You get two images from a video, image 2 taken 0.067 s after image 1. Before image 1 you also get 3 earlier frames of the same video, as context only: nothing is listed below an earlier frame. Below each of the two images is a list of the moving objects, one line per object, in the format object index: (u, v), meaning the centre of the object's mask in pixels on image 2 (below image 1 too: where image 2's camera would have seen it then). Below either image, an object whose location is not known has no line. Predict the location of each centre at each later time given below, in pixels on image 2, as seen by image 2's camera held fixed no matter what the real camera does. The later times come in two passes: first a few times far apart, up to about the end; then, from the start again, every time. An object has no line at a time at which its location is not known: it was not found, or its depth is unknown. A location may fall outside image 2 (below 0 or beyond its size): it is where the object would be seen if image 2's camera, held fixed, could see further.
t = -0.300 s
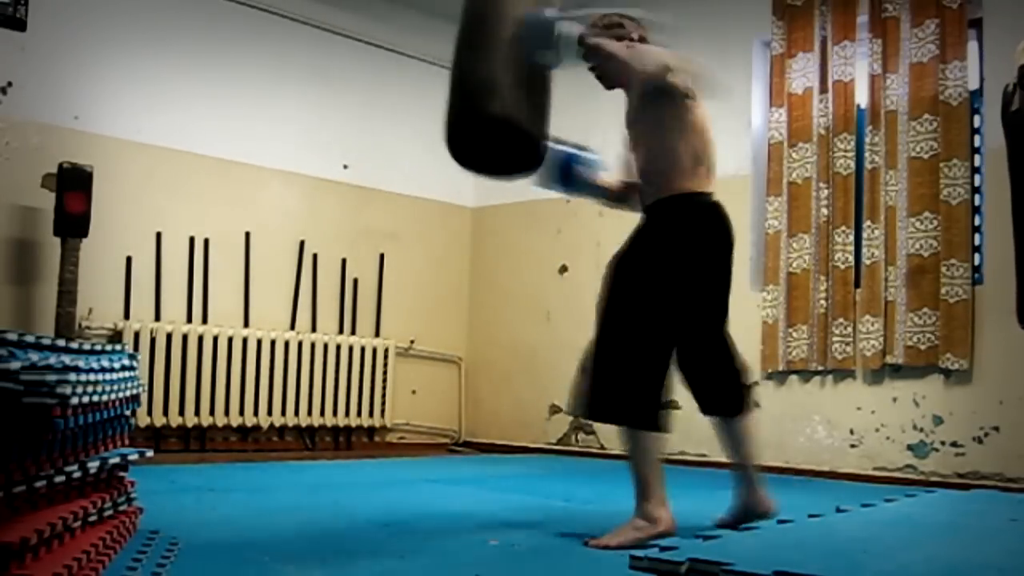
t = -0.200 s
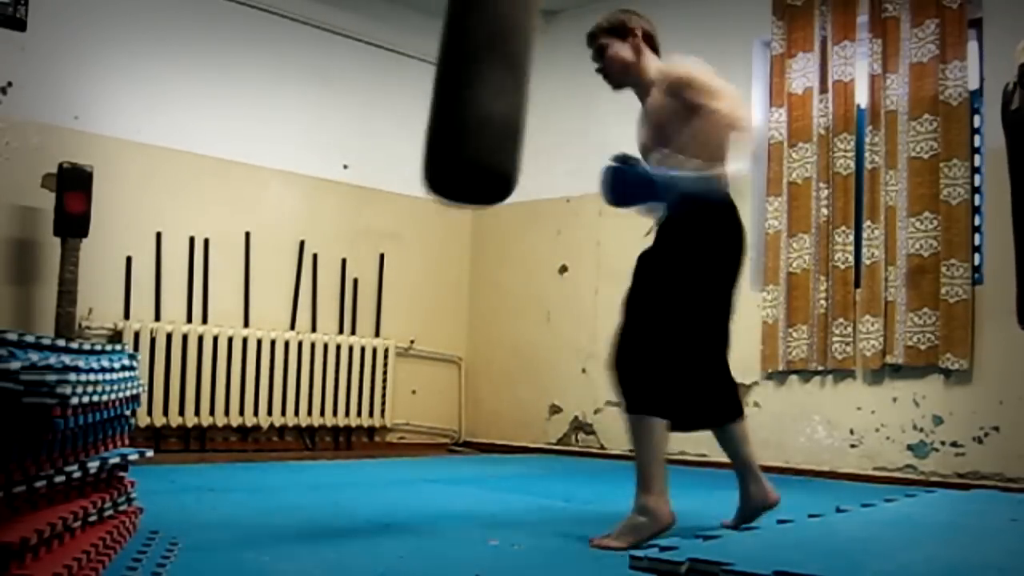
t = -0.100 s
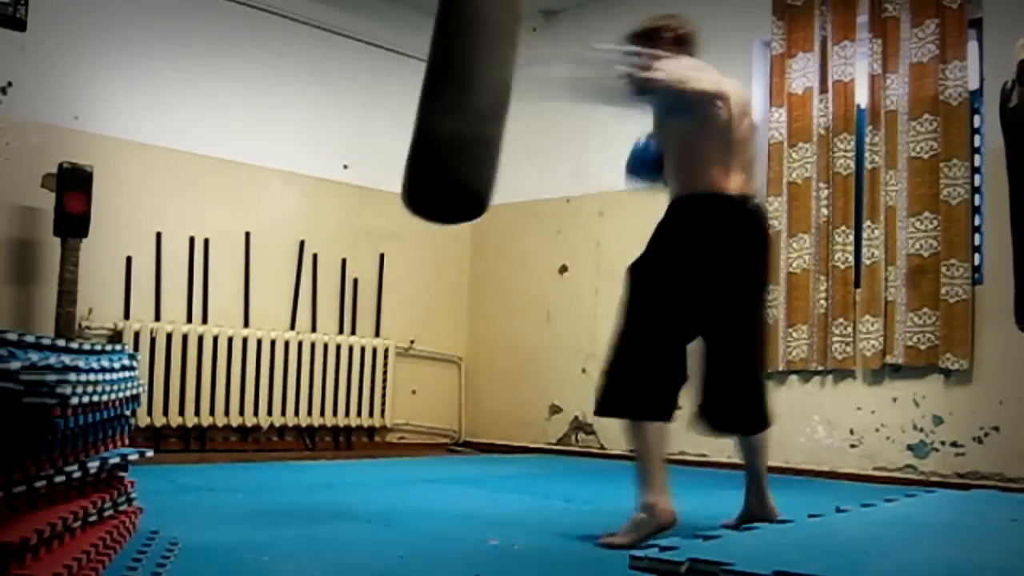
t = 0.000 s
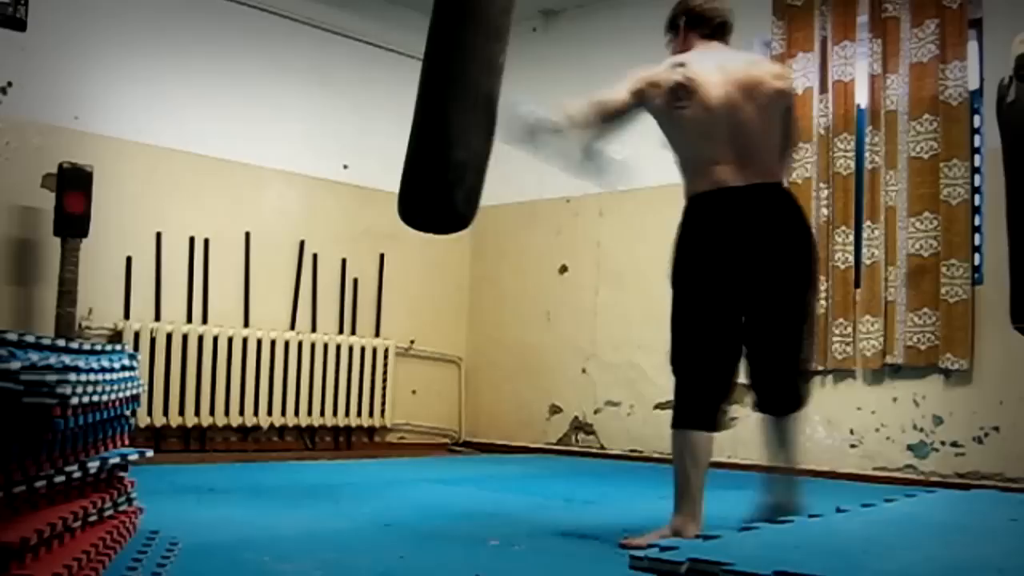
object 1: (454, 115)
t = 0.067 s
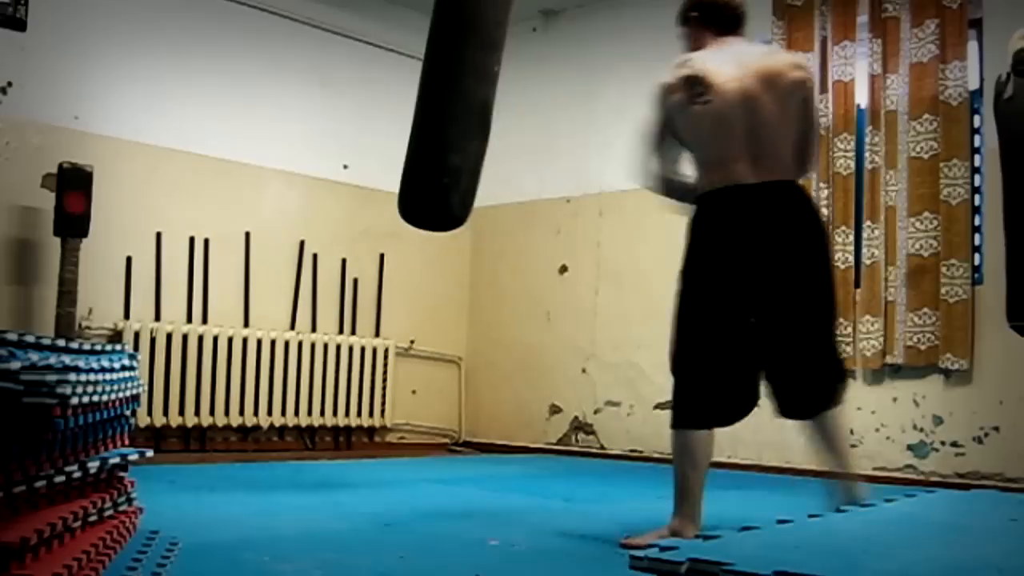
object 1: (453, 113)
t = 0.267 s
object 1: (469, 99)
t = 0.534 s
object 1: (516, 110)
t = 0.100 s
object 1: (453, 112)
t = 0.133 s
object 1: (455, 109)
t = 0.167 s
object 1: (457, 107)
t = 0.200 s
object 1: (460, 104)
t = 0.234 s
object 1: (465, 101)
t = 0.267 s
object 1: (469, 99)
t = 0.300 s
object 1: (472, 99)
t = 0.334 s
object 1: (478, 99)
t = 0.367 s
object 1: (484, 99)
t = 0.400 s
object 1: (489, 101)
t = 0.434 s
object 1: (496, 102)
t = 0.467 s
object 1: (502, 105)
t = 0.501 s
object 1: (509, 107)
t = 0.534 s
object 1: (516, 110)
